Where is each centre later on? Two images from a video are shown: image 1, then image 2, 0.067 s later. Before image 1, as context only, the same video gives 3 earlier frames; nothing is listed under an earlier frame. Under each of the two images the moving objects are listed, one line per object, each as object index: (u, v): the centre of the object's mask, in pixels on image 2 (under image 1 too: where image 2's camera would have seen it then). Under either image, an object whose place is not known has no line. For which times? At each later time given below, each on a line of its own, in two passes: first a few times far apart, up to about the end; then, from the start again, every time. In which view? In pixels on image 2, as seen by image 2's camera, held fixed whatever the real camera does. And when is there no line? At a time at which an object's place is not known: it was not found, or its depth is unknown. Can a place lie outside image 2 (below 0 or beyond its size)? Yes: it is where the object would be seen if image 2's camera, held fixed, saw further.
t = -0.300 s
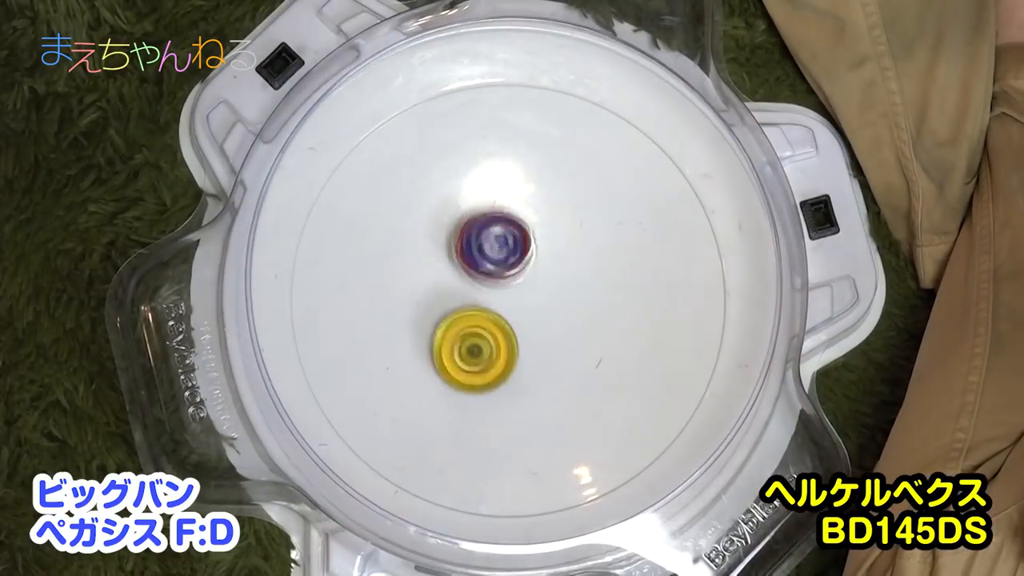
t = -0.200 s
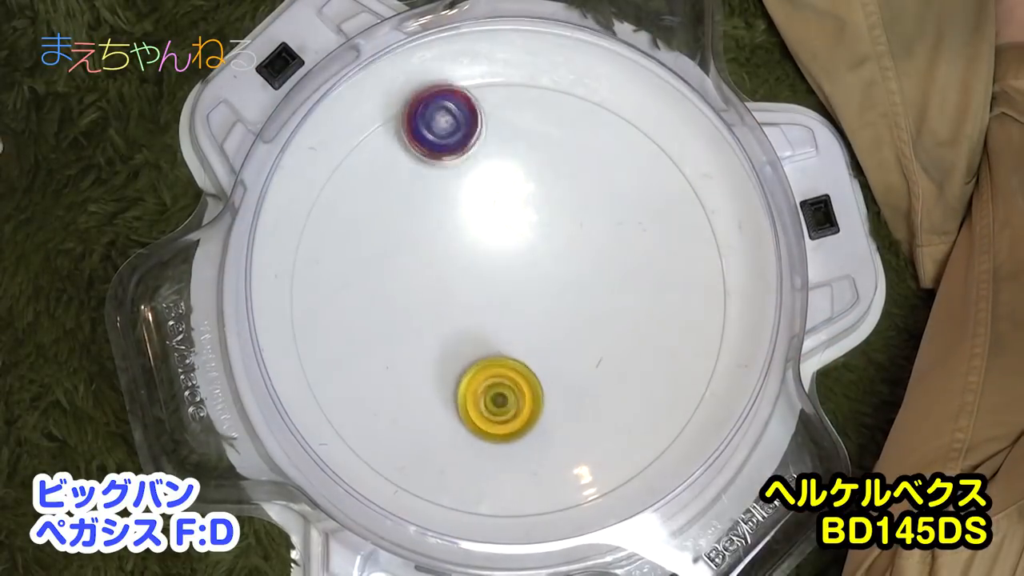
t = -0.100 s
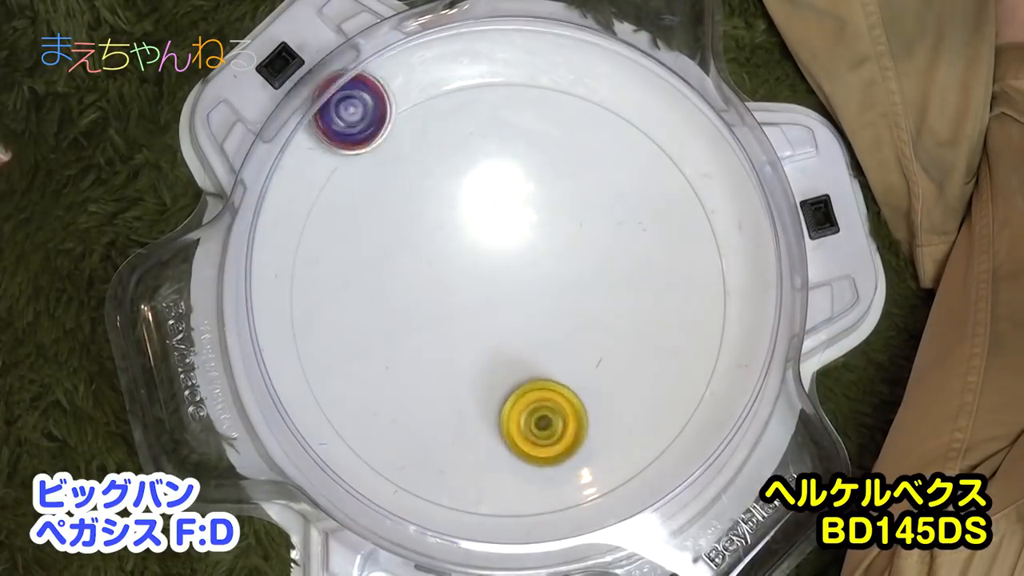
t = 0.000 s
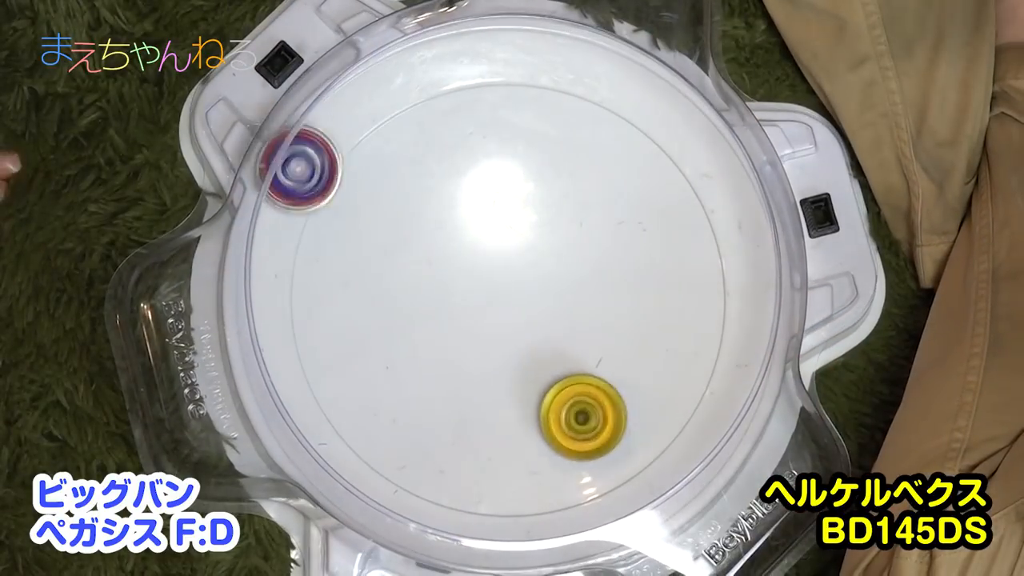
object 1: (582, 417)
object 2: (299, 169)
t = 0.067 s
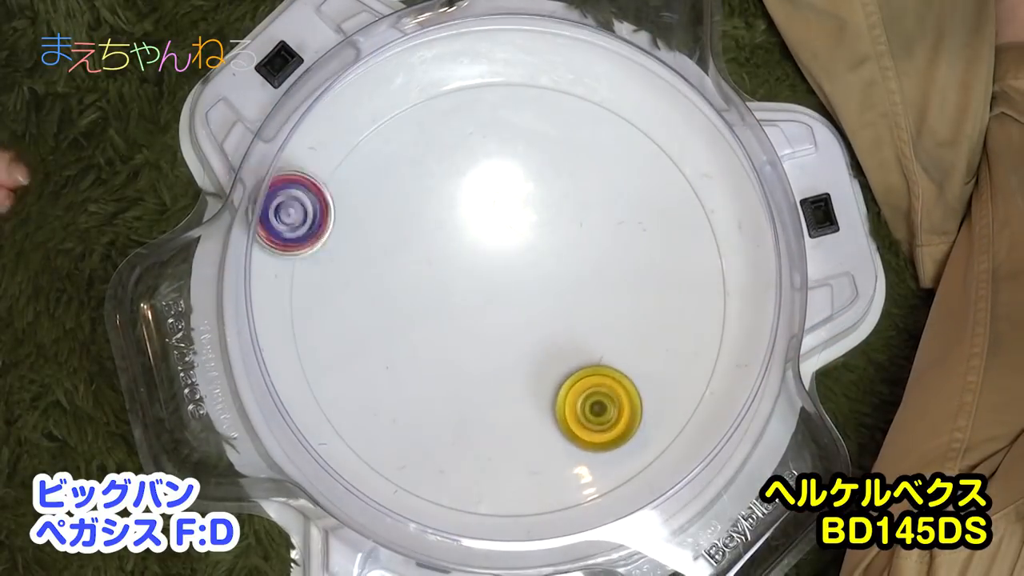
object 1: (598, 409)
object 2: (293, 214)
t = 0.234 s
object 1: (617, 388)
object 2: (372, 355)
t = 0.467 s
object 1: (720, 347)
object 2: (544, 288)
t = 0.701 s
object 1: (700, 268)
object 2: (448, 119)
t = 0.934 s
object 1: (569, 262)
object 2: (399, 326)
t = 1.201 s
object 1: (487, 315)
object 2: (670, 259)
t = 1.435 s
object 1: (446, 352)
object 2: (464, 108)
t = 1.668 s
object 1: (441, 463)
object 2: (398, 309)
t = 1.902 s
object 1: (529, 515)
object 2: (612, 366)
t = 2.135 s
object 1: (552, 416)
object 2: (644, 177)
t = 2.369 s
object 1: (528, 312)
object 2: (440, 244)
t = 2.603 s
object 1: (498, 263)
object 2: (519, 449)
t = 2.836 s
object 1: (473, 221)
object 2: (683, 348)
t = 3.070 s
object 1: (435, 183)
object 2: (545, 220)
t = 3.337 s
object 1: (327, 211)
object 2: (587, 331)
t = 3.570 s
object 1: (425, 293)
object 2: (602, 303)
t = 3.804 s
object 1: (423, 317)
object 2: (577, 307)
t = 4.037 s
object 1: (456, 348)
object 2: (562, 316)
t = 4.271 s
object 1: (459, 382)
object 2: (589, 286)
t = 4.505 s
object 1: (498, 405)
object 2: (517, 279)
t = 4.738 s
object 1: (546, 501)
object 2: (488, 273)
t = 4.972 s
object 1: (554, 412)
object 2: (449, 276)
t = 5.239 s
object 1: (598, 392)
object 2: (429, 235)
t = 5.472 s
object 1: (573, 373)
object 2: (398, 271)
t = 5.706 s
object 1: (555, 362)
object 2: (494, 261)
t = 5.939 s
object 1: (542, 340)
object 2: (471, 169)
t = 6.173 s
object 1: (542, 328)
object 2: (455, 237)
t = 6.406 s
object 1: (645, 450)
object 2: (436, 219)
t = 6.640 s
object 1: (596, 334)
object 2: (515, 259)
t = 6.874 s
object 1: (613, 396)
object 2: (471, 139)
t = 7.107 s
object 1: (593, 394)
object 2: (417, 232)
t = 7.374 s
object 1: (597, 430)
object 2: (492, 279)
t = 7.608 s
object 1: (609, 433)
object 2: (435, 213)
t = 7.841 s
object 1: (576, 355)
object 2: (453, 277)
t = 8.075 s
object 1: (616, 326)
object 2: (518, 265)
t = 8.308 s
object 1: (624, 297)
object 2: (550, 214)
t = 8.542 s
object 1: (624, 272)
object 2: (521, 244)
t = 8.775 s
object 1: (600, 257)
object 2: (538, 327)
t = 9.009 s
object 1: (568, 251)
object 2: (586, 350)
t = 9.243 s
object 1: (532, 222)
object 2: (548, 327)
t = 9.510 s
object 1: (493, 203)
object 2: (470, 347)
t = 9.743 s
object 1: (482, 191)
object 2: (449, 366)
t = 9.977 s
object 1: (481, 207)
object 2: (480, 327)
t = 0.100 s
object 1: (604, 405)
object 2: (295, 234)
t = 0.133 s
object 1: (609, 400)
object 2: (301, 257)
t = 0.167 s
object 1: (612, 396)
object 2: (314, 287)
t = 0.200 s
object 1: (615, 392)
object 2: (338, 323)
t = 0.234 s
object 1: (617, 388)
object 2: (372, 355)
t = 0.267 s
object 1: (619, 383)
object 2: (414, 376)
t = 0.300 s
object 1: (620, 378)
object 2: (462, 386)
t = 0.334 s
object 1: (620, 373)
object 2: (508, 383)
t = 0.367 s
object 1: (639, 371)
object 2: (534, 365)
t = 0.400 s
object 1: (686, 372)
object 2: (532, 341)
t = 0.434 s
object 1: (710, 362)
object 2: (537, 316)
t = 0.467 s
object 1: (720, 347)
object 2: (544, 288)
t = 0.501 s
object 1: (727, 331)
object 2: (553, 258)
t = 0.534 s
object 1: (731, 317)
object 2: (555, 227)
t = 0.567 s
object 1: (732, 303)
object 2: (549, 196)
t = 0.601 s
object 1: (729, 292)
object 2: (536, 163)
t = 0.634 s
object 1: (724, 283)
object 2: (512, 140)
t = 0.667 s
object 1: (715, 276)
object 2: (482, 124)
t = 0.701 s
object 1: (700, 268)
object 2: (448, 119)
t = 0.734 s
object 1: (682, 261)
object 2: (415, 126)
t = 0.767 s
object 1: (662, 256)
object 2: (384, 145)
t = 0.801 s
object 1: (643, 253)
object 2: (362, 174)
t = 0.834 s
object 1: (623, 253)
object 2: (352, 211)
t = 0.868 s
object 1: (604, 254)
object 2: (355, 251)
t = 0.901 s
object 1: (586, 257)
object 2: (371, 291)
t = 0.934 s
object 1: (569, 262)
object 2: (399, 326)
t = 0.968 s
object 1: (554, 267)
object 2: (434, 352)
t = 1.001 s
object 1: (540, 274)
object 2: (476, 368)
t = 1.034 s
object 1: (528, 282)
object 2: (520, 373)
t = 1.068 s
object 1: (518, 289)
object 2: (561, 366)
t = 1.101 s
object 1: (508, 296)
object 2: (598, 350)
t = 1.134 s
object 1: (500, 303)
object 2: (631, 326)
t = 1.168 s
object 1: (493, 309)
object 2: (655, 294)
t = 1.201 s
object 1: (487, 315)
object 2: (670, 259)
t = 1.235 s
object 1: (480, 320)
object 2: (675, 221)
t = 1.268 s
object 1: (474, 326)
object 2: (670, 183)
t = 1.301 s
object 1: (468, 331)
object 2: (652, 148)
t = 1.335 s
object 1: (462, 337)
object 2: (615, 120)
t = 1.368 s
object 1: (457, 342)
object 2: (564, 103)
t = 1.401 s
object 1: (452, 347)
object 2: (510, 99)
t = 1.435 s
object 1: (446, 352)
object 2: (464, 108)
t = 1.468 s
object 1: (441, 357)
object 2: (426, 130)
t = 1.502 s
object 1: (437, 361)
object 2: (400, 160)
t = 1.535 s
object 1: (432, 366)
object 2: (384, 199)
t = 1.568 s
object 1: (428, 369)
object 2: (378, 243)
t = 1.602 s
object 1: (425, 373)
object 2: (383, 290)
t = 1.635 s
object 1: (432, 421)
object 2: (388, 300)
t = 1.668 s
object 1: (441, 463)
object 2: (398, 309)
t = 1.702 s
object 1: (455, 496)
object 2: (417, 327)
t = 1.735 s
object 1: (473, 511)
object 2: (443, 346)
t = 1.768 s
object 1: (486, 536)
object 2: (475, 365)
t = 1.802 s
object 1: (501, 538)
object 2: (509, 379)
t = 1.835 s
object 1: (512, 535)
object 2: (544, 383)
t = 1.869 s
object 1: (522, 529)
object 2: (580, 379)
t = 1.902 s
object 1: (529, 515)
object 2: (612, 366)
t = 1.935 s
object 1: (535, 510)
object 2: (639, 346)
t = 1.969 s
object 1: (539, 504)
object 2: (662, 323)
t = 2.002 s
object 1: (543, 492)
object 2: (677, 295)
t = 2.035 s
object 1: (546, 474)
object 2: (682, 263)
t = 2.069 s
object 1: (549, 455)
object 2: (679, 232)
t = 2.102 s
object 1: (551, 436)
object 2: (666, 202)
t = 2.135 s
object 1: (552, 416)
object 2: (644, 177)
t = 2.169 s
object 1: (551, 397)
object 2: (615, 159)
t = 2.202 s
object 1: (549, 377)
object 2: (582, 152)
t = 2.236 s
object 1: (546, 360)
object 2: (547, 153)
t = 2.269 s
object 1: (542, 344)
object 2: (513, 165)
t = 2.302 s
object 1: (537, 331)
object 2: (483, 184)
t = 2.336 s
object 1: (532, 320)
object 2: (457, 213)
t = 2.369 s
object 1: (528, 312)
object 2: (440, 244)
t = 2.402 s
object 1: (523, 305)
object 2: (431, 277)
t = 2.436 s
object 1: (519, 297)
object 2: (429, 313)
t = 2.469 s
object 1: (514, 290)
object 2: (435, 347)
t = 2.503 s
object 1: (510, 283)
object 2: (447, 380)
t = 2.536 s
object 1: (506, 276)
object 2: (465, 409)
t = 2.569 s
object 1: (502, 270)
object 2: (490, 432)
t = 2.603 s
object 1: (498, 263)
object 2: (519, 449)
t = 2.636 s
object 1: (494, 257)
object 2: (551, 458)
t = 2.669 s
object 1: (490, 250)
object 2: (584, 458)
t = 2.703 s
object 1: (486, 244)
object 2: (615, 449)
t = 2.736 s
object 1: (482, 238)
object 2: (643, 432)
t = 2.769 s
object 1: (479, 232)
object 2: (664, 407)
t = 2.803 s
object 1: (476, 226)
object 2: (679, 379)
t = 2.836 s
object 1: (473, 221)
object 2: (683, 348)
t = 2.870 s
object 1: (469, 216)
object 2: (679, 315)
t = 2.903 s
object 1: (467, 211)
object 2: (668, 285)
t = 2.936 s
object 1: (464, 206)
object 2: (647, 257)
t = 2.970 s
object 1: (462, 201)
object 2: (621, 237)
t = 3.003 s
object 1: (460, 197)
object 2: (590, 221)
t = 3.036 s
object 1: (457, 194)
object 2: (557, 213)
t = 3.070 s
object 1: (435, 183)
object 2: (545, 220)
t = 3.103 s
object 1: (396, 169)
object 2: (555, 239)
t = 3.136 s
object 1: (365, 162)
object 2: (556, 257)
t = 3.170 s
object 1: (345, 165)
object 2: (556, 276)
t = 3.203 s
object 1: (330, 174)
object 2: (557, 293)
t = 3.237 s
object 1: (322, 183)
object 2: (563, 306)
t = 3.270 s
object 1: (319, 191)
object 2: (570, 316)
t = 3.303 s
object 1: (321, 199)
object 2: (578, 325)
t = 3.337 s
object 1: (327, 211)
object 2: (587, 331)
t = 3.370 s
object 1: (336, 224)
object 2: (595, 333)
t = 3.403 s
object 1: (348, 237)
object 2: (602, 332)
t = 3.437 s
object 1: (361, 250)
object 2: (609, 328)
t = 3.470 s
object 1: (376, 262)
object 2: (615, 323)
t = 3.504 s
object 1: (392, 274)
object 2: (615, 317)
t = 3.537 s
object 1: (408, 284)
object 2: (610, 310)
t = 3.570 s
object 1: (425, 293)
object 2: (602, 303)
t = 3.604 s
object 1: (441, 300)
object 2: (591, 297)
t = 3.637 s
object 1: (455, 305)
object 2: (579, 295)
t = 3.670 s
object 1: (468, 309)
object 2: (565, 296)
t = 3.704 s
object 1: (461, 311)
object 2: (565, 299)
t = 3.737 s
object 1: (443, 313)
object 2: (573, 302)
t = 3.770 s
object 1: (430, 315)
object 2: (576, 305)
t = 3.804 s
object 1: (423, 317)
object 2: (577, 307)
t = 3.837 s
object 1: (422, 319)
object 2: (578, 309)
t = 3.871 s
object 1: (425, 322)
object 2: (578, 312)
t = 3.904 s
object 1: (431, 327)
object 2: (575, 313)
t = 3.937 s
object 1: (437, 332)
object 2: (571, 313)
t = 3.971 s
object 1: (443, 337)
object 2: (568, 312)
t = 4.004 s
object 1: (449, 342)
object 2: (566, 313)
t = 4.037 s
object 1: (456, 348)
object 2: (562, 316)
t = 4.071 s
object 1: (462, 352)
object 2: (556, 319)
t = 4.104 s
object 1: (468, 356)
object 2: (550, 323)
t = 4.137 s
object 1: (458, 364)
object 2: (562, 320)
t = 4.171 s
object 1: (452, 370)
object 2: (574, 314)
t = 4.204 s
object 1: (451, 374)
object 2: (585, 305)
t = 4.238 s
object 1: (454, 378)
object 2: (589, 295)
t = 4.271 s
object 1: (459, 382)
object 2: (589, 286)
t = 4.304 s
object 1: (464, 386)
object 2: (583, 278)
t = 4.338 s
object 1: (469, 390)
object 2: (576, 271)
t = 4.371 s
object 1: (475, 394)
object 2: (565, 265)
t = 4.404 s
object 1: (480, 398)
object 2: (553, 263)
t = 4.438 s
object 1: (486, 401)
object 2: (542, 266)
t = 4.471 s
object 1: (492, 403)
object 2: (529, 271)
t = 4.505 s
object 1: (498, 405)
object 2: (517, 279)
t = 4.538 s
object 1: (504, 407)
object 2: (507, 290)
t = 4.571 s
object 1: (510, 408)
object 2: (500, 303)
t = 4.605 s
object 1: (516, 408)
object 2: (497, 317)
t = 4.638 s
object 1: (524, 427)
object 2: (497, 315)
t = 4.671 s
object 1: (534, 469)
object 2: (496, 295)
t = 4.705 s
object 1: (542, 500)
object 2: (493, 283)
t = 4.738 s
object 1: (546, 501)
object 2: (488, 273)
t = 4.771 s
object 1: (550, 500)
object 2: (481, 265)
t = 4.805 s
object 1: (553, 492)
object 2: (473, 259)
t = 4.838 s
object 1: (555, 479)
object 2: (466, 257)
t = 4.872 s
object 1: (556, 464)
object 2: (460, 259)
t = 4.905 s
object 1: (557, 447)
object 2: (455, 263)
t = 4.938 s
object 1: (556, 429)
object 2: (451, 269)
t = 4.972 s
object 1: (554, 412)
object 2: (449, 276)
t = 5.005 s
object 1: (551, 393)
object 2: (450, 283)
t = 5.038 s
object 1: (547, 377)
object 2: (455, 288)
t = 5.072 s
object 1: (542, 360)
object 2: (462, 292)
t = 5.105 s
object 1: (539, 349)
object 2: (469, 294)
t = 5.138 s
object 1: (559, 362)
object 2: (459, 272)
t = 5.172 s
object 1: (578, 376)
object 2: (448, 252)
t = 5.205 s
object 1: (591, 385)
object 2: (440, 241)
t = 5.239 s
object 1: (598, 392)
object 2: (429, 235)
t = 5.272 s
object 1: (599, 394)
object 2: (417, 230)
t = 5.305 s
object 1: (596, 393)
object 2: (404, 229)
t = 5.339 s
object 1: (592, 390)
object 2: (393, 233)
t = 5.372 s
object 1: (588, 386)
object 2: (386, 240)
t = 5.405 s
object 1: (583, 382)
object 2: (386, 250)
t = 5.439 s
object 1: (579, 377)
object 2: (390, 261)
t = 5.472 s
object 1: (573, 373)
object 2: (398, 271)
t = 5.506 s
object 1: (569, 369)
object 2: (412, 282)
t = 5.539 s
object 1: (564, 364)
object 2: (427, 288)
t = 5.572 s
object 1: (559, 359)
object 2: (445, 290)
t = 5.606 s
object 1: (554, 355)
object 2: (463, 289)
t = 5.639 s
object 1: (549, 350)
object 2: (477, 286)
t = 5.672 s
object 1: (550, 353)
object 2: (488, 276)
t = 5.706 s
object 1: (555, 362)
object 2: (494, 261)
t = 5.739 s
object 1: (557, 366)
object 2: (501, 245)
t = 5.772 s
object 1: (555, 366)
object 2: (505, 227)
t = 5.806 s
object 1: (552, 362)
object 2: (505, 208)
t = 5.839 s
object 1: (549, 356)
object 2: (500, 193)
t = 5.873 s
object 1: (547, 351)
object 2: (494, 181)
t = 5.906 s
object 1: (544, 345)
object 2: (483, 172)
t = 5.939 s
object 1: (542, 340)
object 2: (471, 169)
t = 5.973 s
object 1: (539, 334)
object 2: (462, 172)
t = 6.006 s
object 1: (537, 329)
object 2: (456, 180)
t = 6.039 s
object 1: (534, 323)
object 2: (454, 192)
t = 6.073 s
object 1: (531, 318)
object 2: (453, 205)
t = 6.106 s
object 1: (529, 312)
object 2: (453, 222)
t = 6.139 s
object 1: (526, 307)
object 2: (458, 239)
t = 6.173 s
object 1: (542, 328)
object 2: (455, 237)
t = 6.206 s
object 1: (569, 366)
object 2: (443, 223)
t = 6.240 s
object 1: (593, 401)
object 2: (438, 212)
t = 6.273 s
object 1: (613, 429)
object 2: (437, 207)
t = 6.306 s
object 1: (630, 450)
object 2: (436, 206)
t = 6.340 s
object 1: (644, 462)
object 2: (435, 209)
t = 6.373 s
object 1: (646, 458)
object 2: (436, 214)
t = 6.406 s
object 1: (645, 450)
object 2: (436, 219)
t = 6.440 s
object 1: (642, 436)
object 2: (440, 225)
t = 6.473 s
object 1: (638, 419)
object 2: (445, 231)
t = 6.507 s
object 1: (632, 402)
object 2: (455, 239)
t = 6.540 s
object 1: (624, 384)
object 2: (468, 246)
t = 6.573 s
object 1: (615, 367)
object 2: (483, 252)
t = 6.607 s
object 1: (605, 350)
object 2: (498, 256)
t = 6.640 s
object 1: (596, 334)
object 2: (515, 259)
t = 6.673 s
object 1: (589, 327)
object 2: (531, 255)
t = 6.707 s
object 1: (601, 352)
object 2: (529, 220)
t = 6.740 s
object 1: (609, 373)
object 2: (524, 195)
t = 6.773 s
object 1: (613, 386)
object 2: (512, 171)
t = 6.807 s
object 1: (613, 393)
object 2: (500, 155)
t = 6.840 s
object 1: (613, 396)
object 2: (486, 143)
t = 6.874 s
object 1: (613, 396)
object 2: (471, 139)
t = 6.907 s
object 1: (612, 396)
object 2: (453, 138)
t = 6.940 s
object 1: (611, 396)
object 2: (436, 143)
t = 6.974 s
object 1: (608, 396)
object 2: (423, 155)
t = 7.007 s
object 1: (605, 395)
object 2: (414, 173)
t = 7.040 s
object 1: (602, 395)
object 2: (410, 192)
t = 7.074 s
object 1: (597, 394)
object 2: (412, 212)
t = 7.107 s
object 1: (593, 394)
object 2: (417, 232)
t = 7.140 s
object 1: (589, 393)
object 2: (426, 250)
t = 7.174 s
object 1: (584, 392)
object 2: (437, 266)
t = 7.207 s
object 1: (580, 390)
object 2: (450, 282)
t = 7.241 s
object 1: (575, 388)
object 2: (465, 296)
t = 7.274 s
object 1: (571, 385)
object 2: (480, 308)
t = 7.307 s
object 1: (566, 382)
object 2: (496, 319)
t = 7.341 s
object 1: (581, 405)
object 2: (495, 300)
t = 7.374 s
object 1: (597, 430)
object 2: (492, 279)
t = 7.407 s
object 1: (608, 449)
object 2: (488, 261)
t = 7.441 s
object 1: (614, 460)
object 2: (483, 247)
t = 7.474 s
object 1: (616, 462)
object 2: (475, 234)
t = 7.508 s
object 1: (615, 458)
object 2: (466, 223)
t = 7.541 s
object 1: (613, 451)
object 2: (456, 217)
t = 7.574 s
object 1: (611, 443)
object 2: (445, 213)
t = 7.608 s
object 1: (609, 433)
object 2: (435, 213)
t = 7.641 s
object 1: (605, 422)
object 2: (428, 217)
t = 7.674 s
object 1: (601, 411)
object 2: (423, 223)
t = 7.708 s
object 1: (596, 400)
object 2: (421, 233)
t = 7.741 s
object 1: (591, 388)
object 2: (422, 244)
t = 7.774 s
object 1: (586, 377)
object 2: (429, 257)
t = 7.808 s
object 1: (581, 365)
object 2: (439, 267)
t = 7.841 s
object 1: (576, 355)
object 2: (453, 277)
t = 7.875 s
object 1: (571, 344)
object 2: (467, 284)
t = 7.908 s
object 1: (565, 331)
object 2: (481, 288)
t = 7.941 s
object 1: (575, 331)
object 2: (488, 284)
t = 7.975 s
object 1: (591, 334)
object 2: (492, 279)
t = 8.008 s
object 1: (603, 334)
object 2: (497, 275)
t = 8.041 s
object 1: (612, 332)
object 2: (507, 272)
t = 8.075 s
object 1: (616, 326)
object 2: (518, 265)
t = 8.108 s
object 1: (619, 321)
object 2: (528, 258)
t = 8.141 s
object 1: (620, 316)
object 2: (537, 250)
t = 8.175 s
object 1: (621, 312)
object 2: (544, 241)
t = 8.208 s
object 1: (622, 308)
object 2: (549, 232)
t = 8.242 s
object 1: (623, 304)
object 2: (552, 225)
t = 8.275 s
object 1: (624, 300)
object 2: (552, 218)
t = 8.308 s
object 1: (624, 297)
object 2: (550, 214)
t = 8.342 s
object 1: (625, 293)
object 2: (548, 211)
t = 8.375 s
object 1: (625, 289)
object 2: (543, 210)
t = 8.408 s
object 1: (626, 286)
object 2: (539, 212)
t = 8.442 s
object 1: (626, 282)
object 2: (533, 216)
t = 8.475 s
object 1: (626, 279)
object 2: (528, 224)
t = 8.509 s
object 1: (625, 275)
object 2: (524, 232)
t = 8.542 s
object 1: (624, 272)
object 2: (521, 244)
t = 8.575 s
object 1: (622, 269)
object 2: (519, 257)
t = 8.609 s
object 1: (620, 266)
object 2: (519, 270)
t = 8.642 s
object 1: (616, 264)
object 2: (521, 282)
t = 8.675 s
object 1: (613, 261)
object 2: (524, 295)
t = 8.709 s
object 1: (609, 260)
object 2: (526, 305)
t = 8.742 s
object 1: (605, 258)
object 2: (532, 318)
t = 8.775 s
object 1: (600, 257)
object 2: (538, 327)
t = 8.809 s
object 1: (596, 256)
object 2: (545, 337)
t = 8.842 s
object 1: (591, 255)
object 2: (553, 345)
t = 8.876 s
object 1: (586, 254)
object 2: (561, 350)
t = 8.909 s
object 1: (582, 254)
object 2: (570, 354)
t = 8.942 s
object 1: (578, 253)
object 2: (576, 354)
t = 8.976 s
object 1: (573, 252)
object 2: (582, 353)
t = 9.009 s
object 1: (568, 251)
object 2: (586, 350)
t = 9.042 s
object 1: (564, 251)
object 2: (587, 345)
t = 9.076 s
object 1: (559, 250)
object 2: (587, 340)
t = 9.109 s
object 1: (554, 249)
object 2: (582, 332)
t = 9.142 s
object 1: (550, 246)
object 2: (577, 328)
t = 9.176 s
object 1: (545, 240)
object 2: (568, 327)
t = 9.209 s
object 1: (539, 230)
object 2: (558, 327)
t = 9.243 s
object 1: (532, 222)
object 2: (548, 327)
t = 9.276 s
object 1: (524, 217)
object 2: (537, 328)
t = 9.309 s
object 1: (517, 214)
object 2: (527, 330)
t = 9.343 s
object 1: (510, 212)
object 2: (516, 331)
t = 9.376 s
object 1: (506, 210)
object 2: (507, 334)
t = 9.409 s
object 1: (502, 209)
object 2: (497, 337)
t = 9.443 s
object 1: (499, 207)
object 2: (487, 340)
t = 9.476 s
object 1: (496, 205)
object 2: (478, 343)
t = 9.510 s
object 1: (493, 203)
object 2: (470, 347)
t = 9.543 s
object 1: (491, 201)
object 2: (461, 351)
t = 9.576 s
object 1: (489, 199)
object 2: (455, 355)
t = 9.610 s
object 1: (488, 197)
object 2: (450, 360)
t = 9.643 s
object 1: (486, 196)
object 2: (448, 362)
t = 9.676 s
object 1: (484, 194)
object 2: (446, 364)
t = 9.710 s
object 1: (483, 192)
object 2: (446, 366)
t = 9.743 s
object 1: (482, 191)
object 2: (449, 366)
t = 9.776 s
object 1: (481, 191)
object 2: (452, 365)
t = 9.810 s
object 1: (481, 191)
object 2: (456, 362)
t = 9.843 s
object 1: (481, 193)
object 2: (461, 358)
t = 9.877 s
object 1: (481, 196)
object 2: (467, 351)
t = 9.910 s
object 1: (481, 199)
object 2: (473, 343)
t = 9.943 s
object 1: (481, 203)
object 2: (478, 335)
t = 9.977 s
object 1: (481, 207)
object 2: (480, 327)
